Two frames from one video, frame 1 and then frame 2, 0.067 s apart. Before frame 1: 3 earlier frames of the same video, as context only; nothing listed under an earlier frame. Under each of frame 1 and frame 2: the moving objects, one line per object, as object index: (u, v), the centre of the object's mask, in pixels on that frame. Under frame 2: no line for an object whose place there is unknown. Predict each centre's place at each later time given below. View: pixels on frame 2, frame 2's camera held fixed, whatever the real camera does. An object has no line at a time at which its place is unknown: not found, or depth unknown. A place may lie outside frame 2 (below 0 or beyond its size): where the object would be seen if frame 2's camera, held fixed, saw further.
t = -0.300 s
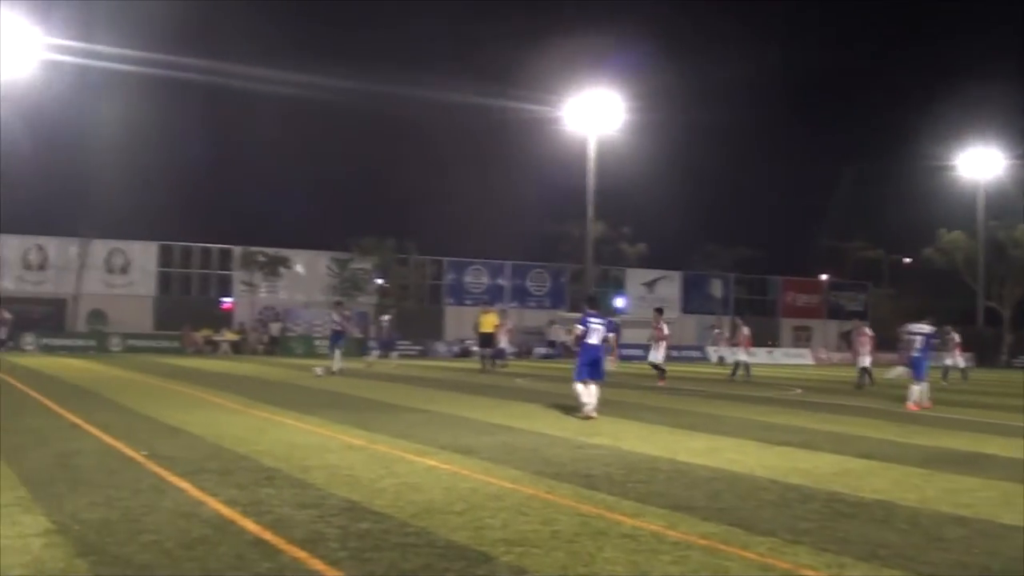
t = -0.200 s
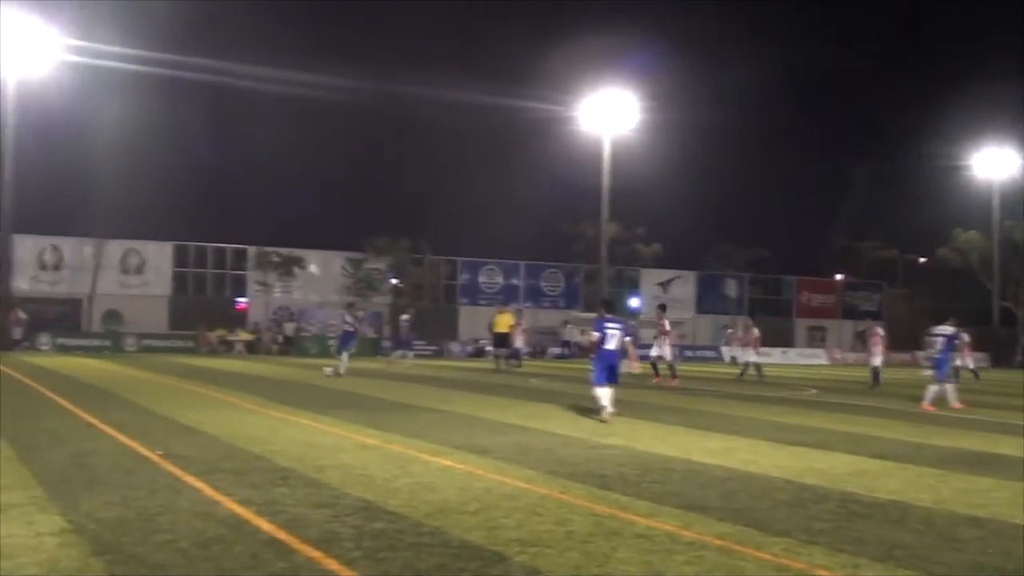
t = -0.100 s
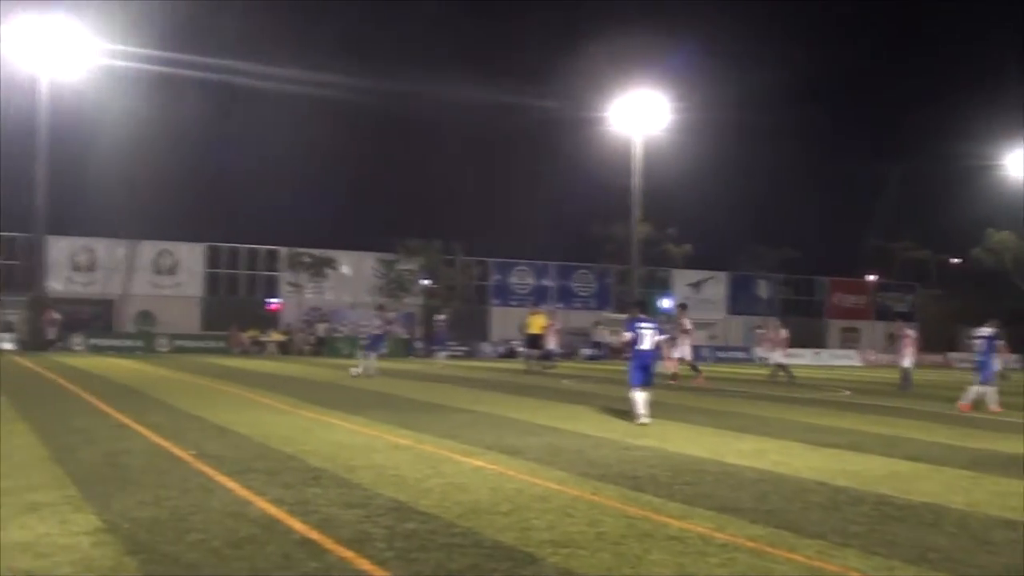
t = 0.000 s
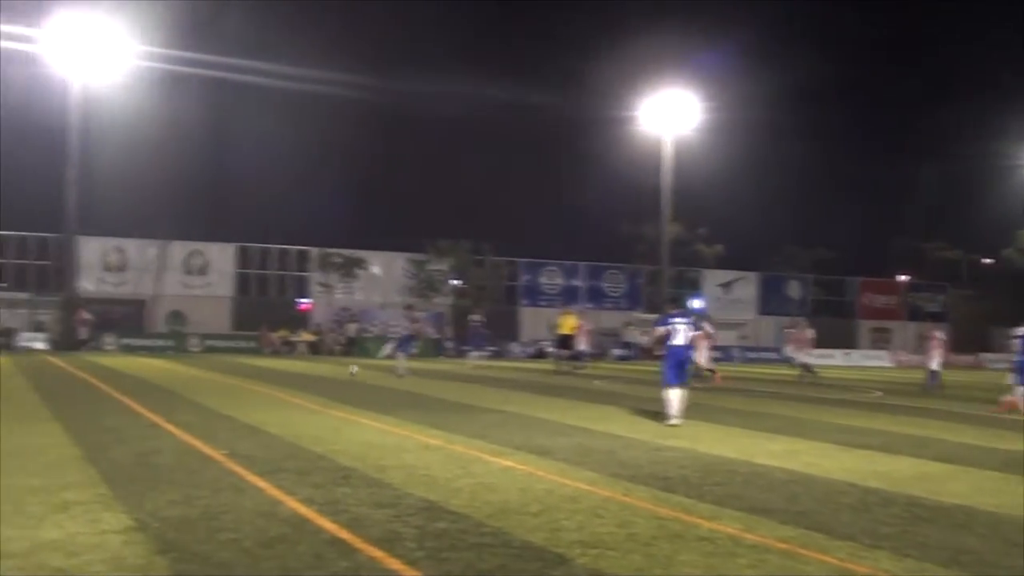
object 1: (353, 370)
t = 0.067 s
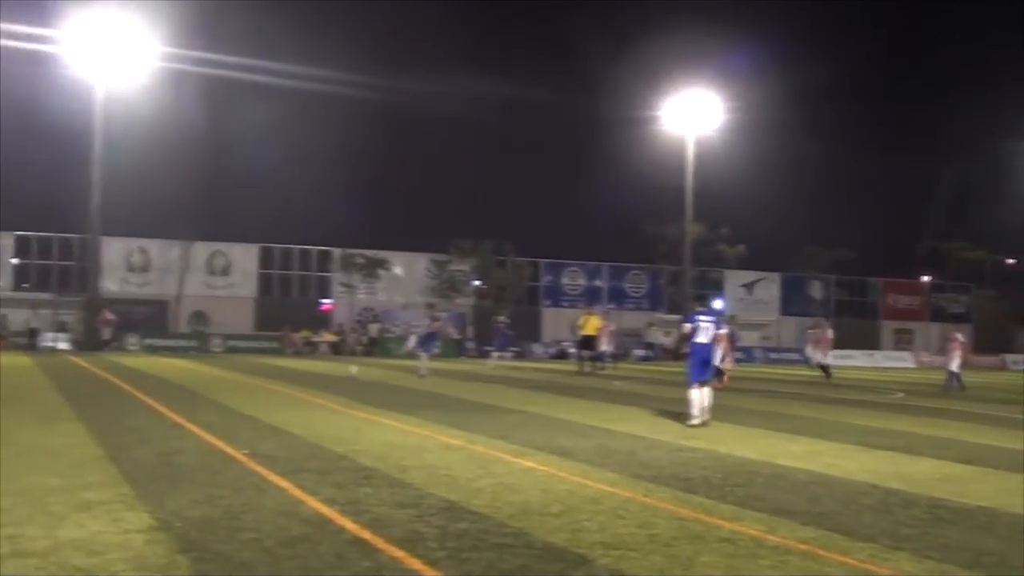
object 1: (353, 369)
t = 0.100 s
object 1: (342, 372)
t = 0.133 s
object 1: (330, 374)
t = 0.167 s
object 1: (319, 377)
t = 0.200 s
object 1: (308, 376)
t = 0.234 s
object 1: (298, 375)
